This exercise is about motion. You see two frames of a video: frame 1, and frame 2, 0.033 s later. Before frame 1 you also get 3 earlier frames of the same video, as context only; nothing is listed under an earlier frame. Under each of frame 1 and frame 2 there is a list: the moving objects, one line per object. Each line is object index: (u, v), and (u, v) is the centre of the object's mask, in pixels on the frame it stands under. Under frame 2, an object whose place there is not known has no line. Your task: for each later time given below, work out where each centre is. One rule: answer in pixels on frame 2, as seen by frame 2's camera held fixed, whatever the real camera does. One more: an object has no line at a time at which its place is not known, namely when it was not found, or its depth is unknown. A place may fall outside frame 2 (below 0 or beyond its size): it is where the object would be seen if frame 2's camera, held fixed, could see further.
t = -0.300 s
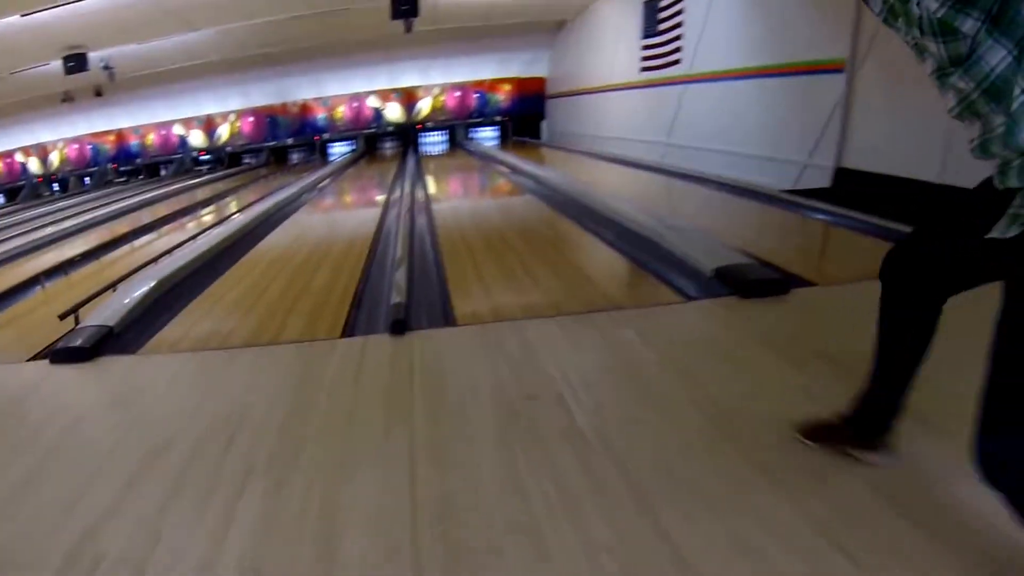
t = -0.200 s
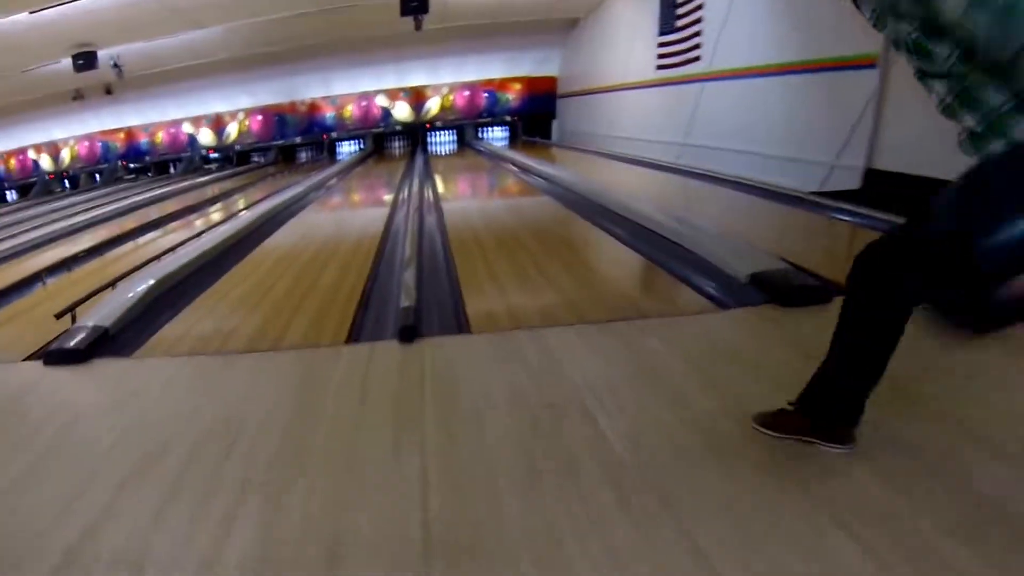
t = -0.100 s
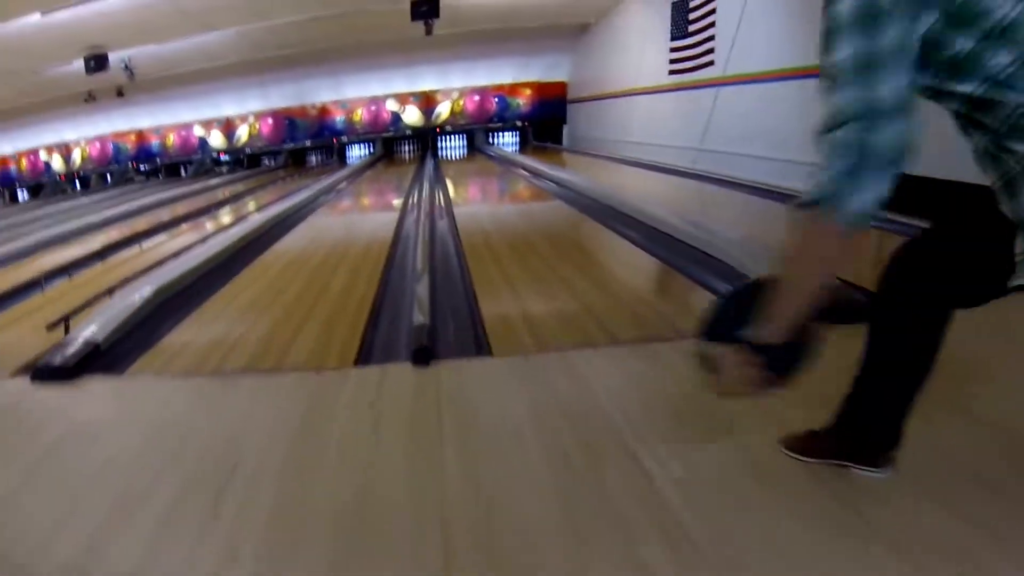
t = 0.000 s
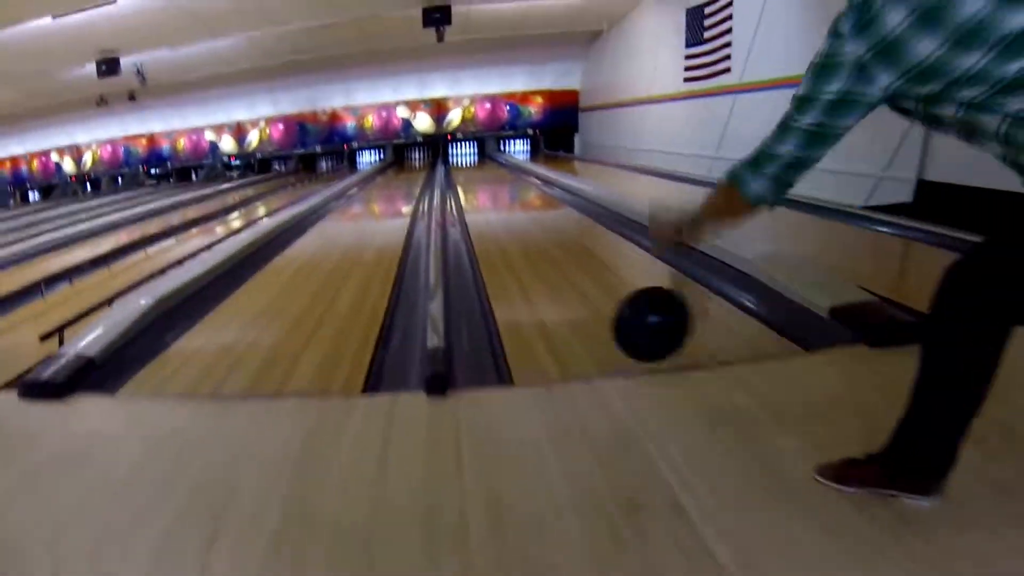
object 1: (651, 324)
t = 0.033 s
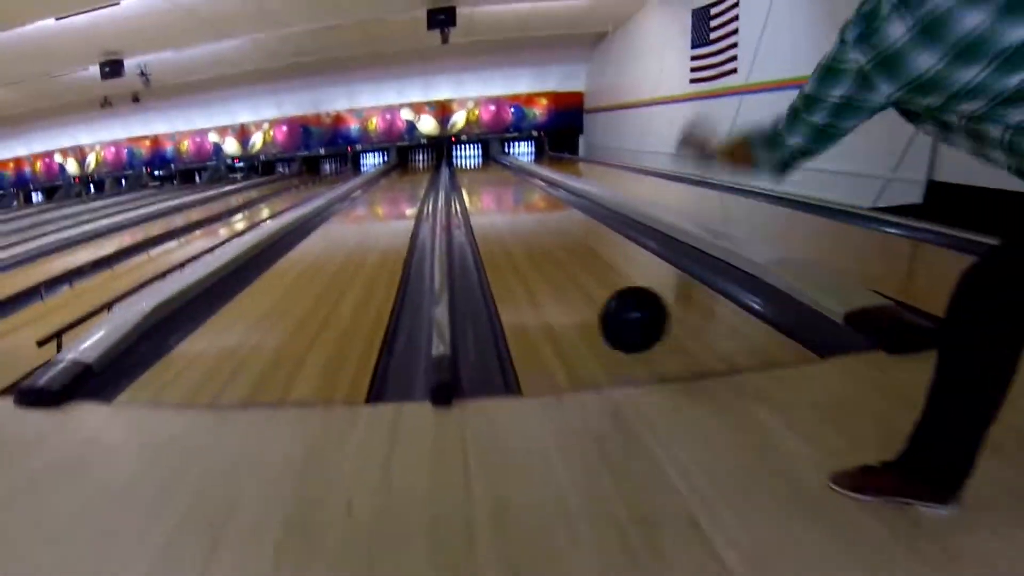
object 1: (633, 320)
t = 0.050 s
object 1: (622, 317)
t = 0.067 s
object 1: (611, 315)
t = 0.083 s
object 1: (602, 313)
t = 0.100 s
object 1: (594, 309)
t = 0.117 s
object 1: (586, 300)
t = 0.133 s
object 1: (579, 291)
